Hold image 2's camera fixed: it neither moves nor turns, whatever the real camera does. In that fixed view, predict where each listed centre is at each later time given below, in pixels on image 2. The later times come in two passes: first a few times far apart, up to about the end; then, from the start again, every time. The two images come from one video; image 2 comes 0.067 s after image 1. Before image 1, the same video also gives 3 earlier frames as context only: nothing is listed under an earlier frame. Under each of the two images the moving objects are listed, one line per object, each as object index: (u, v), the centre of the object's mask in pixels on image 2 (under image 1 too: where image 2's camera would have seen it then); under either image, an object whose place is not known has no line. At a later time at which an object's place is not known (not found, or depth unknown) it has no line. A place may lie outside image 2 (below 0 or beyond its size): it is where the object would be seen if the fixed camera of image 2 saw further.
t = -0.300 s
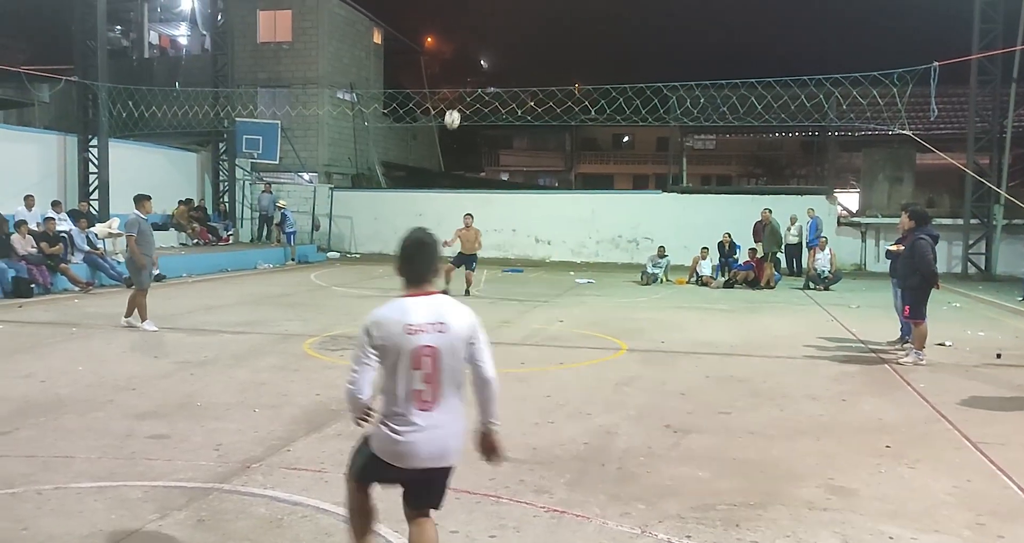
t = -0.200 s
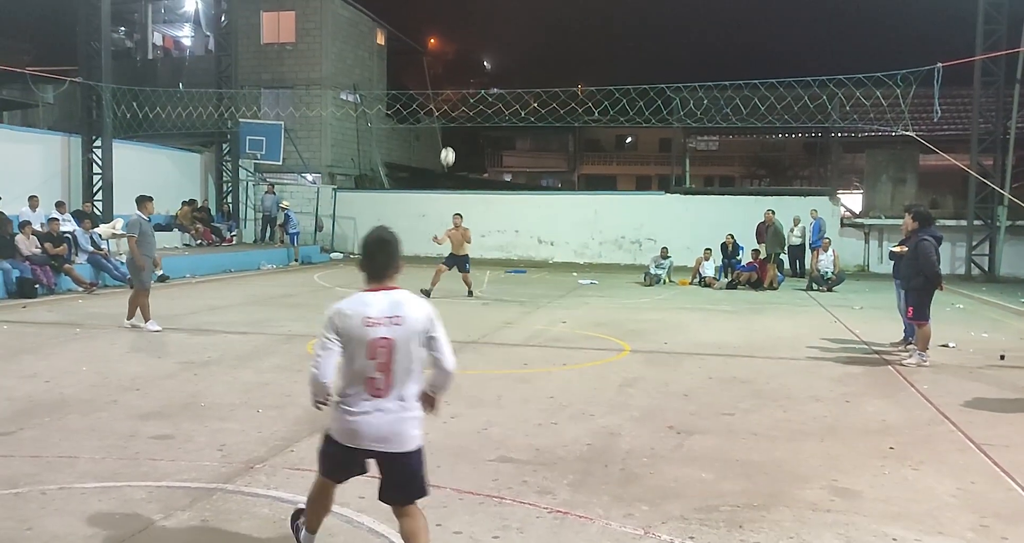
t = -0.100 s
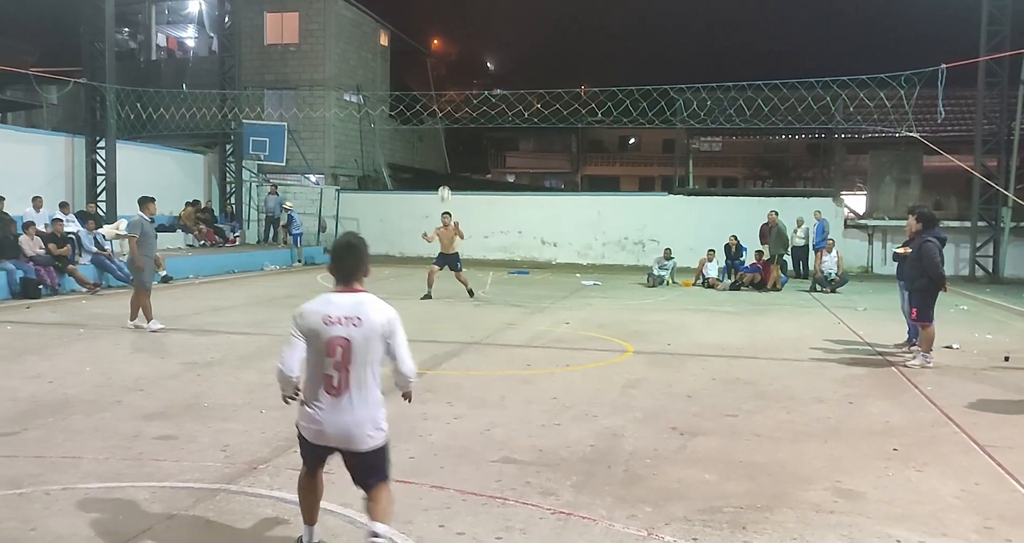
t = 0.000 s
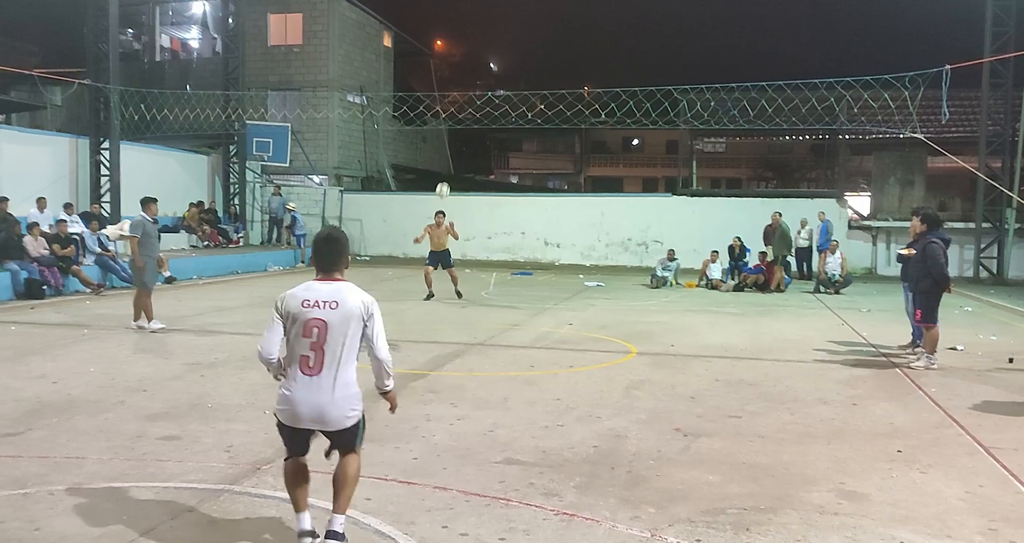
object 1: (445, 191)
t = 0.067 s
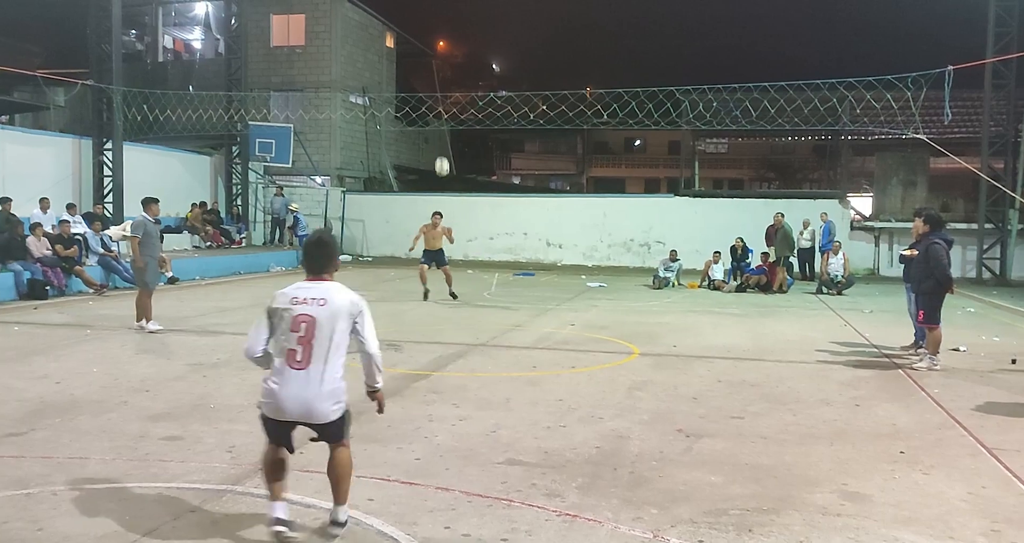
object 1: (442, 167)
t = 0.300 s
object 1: (431, 83)
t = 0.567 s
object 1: (413, 7)
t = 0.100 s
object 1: (441, 154)
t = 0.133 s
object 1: (439, 142)
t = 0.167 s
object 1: (438, 129)
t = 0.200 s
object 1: (436, 117)
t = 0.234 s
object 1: (435, 106)
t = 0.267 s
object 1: (433, 94)
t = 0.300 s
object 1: (431, 83)
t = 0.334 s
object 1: (429, 72)
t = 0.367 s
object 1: (427, 62)
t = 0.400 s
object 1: (425, 51)
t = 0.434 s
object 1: (423, 41)
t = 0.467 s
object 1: (421, 32)
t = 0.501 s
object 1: (418, 23)
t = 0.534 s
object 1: (415, 15)
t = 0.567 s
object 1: (413, 7)
